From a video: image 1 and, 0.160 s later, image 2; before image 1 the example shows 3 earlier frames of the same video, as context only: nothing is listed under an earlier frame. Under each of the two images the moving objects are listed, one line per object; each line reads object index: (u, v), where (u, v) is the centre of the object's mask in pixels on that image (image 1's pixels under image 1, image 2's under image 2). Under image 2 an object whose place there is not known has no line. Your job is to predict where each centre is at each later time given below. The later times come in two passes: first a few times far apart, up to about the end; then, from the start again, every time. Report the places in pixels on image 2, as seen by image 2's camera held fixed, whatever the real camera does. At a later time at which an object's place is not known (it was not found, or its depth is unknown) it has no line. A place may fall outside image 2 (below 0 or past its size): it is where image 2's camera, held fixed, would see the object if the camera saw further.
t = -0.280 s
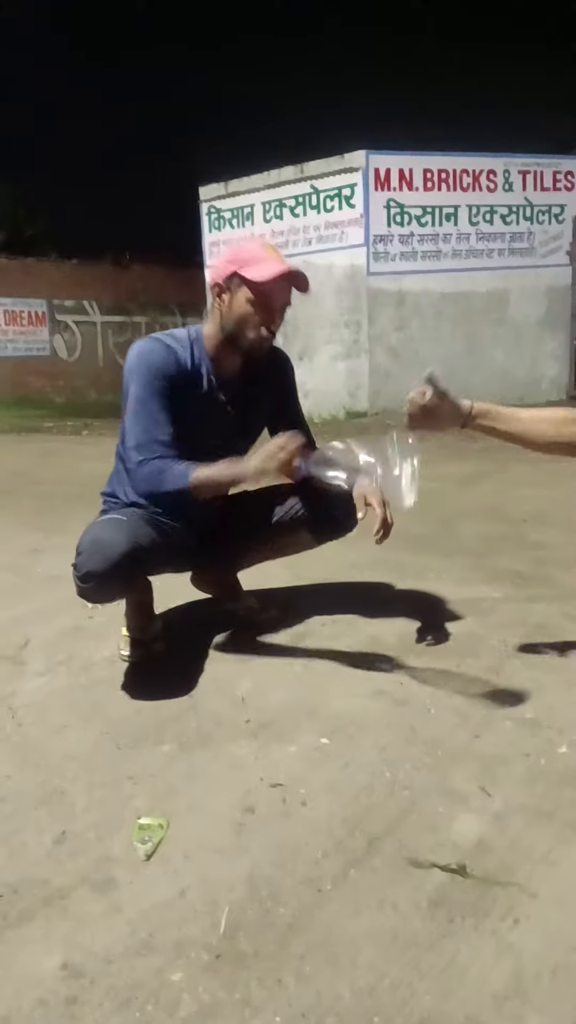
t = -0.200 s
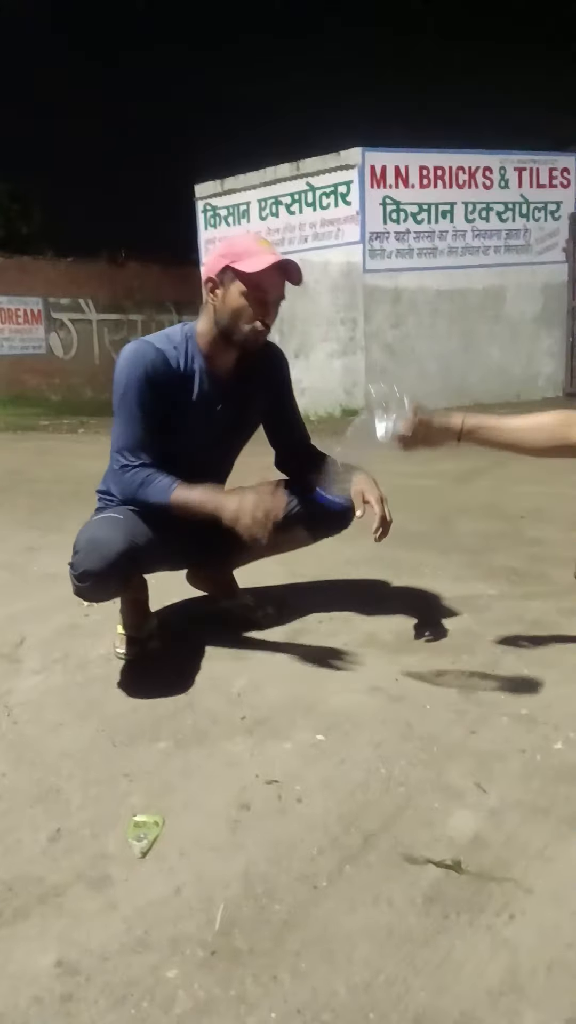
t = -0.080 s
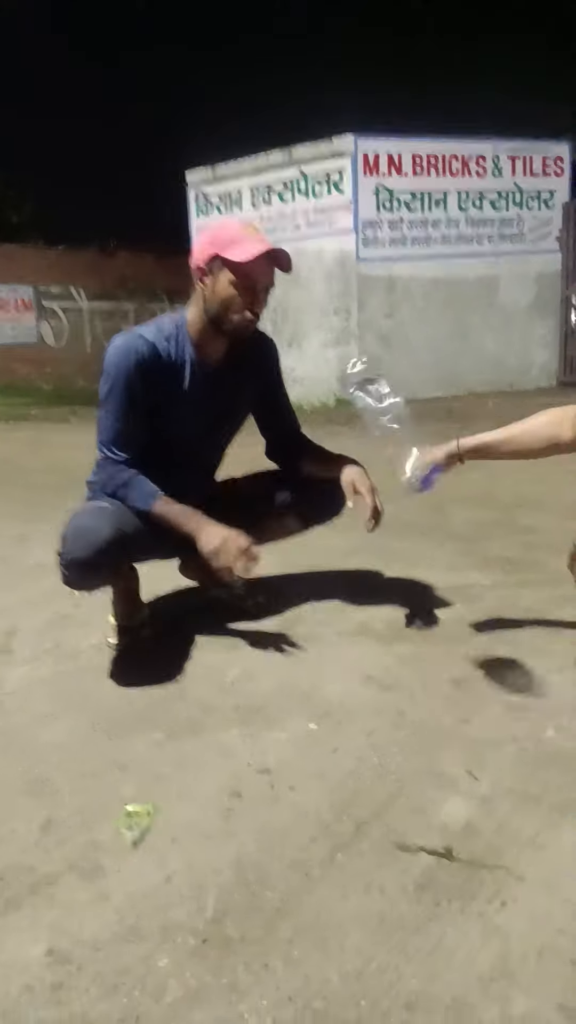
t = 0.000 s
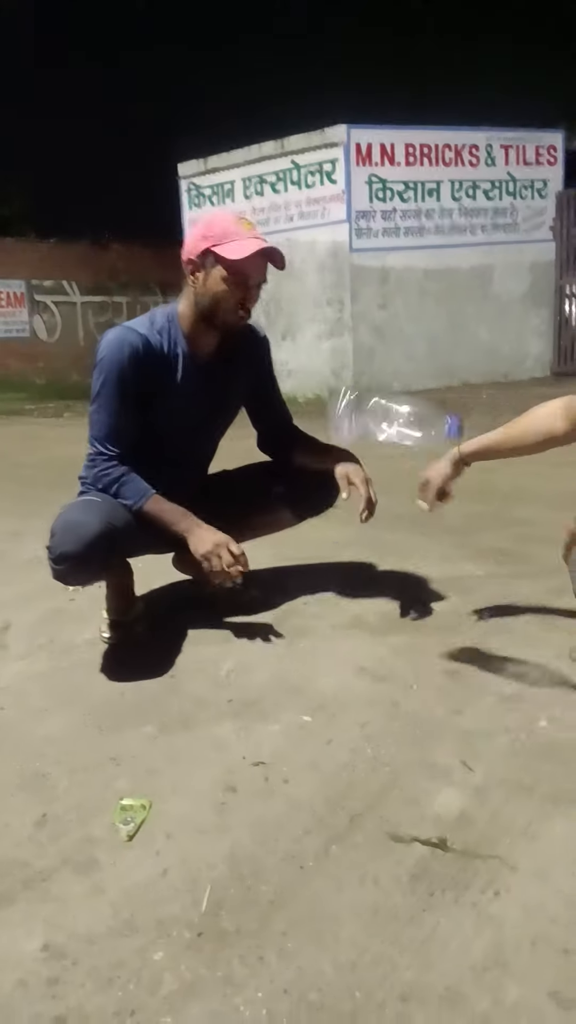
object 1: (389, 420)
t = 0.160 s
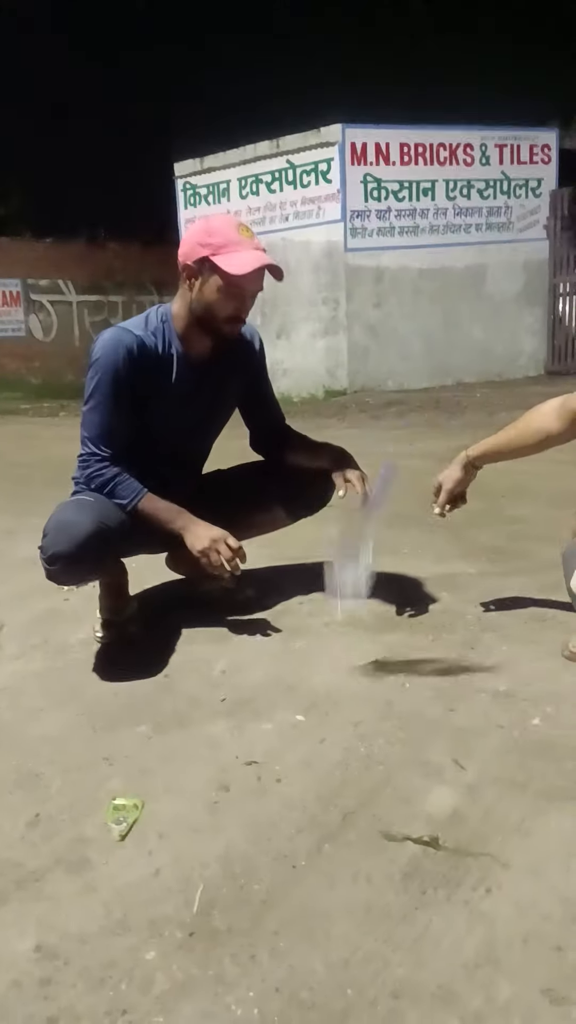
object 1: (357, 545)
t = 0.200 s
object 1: (356, 599)
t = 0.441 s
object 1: (313, 616)
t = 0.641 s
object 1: (302, 639)
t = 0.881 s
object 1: (304, 639)
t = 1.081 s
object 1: (304, 640)
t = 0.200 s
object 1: (356, 599)
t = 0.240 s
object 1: (344, 613)
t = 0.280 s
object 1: (339, 614)
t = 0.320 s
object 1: (334, 614)
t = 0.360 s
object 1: (329, 614)
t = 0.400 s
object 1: (321, 613)
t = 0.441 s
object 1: (313, 616)
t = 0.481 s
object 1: (304, 622)
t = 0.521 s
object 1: (298, 634)
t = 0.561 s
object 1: (300, 638)
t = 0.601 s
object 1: (300, 639)
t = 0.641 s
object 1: (302, 639)
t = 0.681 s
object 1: (303, 639)
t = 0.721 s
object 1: (305, 639)
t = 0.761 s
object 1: (303, 638)
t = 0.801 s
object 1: (304, 638)
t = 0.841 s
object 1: (304, 638)
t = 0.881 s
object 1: (304, 639)
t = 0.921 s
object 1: (304, 640)
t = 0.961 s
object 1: (306, 639)
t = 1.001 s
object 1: (305, 639)
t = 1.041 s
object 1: (304, 639)
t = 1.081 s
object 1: (304, 640)
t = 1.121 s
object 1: (303, 640)
